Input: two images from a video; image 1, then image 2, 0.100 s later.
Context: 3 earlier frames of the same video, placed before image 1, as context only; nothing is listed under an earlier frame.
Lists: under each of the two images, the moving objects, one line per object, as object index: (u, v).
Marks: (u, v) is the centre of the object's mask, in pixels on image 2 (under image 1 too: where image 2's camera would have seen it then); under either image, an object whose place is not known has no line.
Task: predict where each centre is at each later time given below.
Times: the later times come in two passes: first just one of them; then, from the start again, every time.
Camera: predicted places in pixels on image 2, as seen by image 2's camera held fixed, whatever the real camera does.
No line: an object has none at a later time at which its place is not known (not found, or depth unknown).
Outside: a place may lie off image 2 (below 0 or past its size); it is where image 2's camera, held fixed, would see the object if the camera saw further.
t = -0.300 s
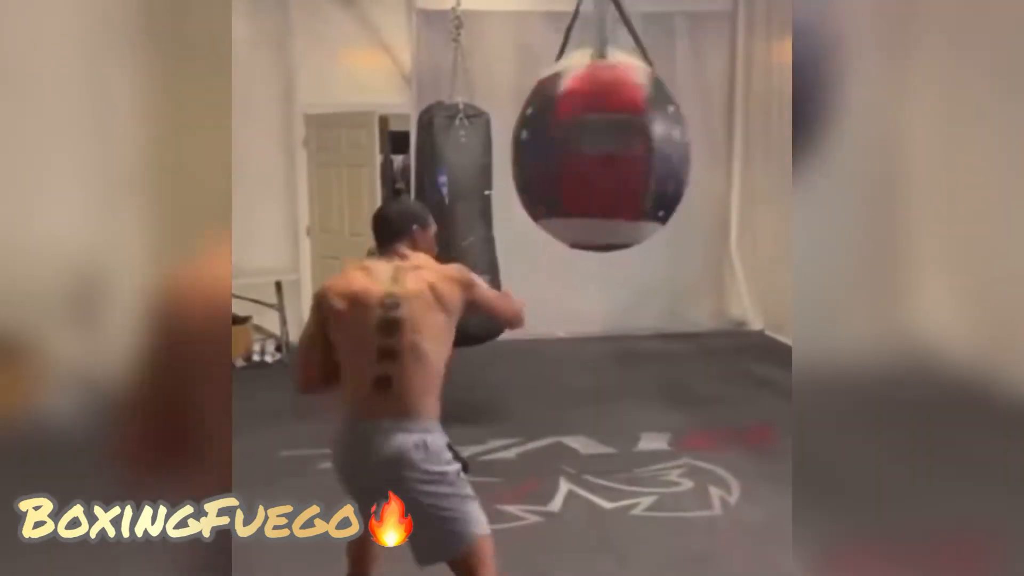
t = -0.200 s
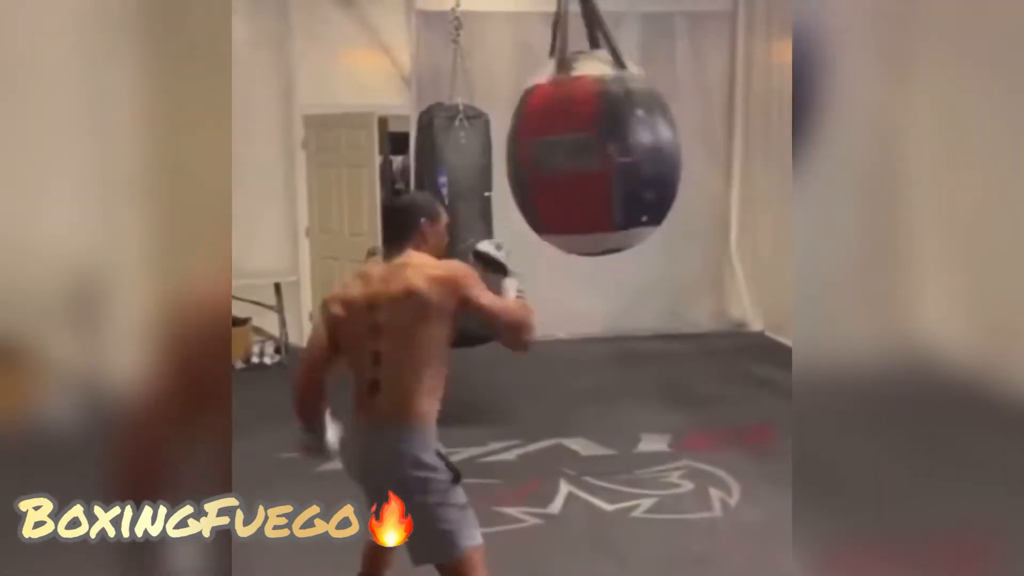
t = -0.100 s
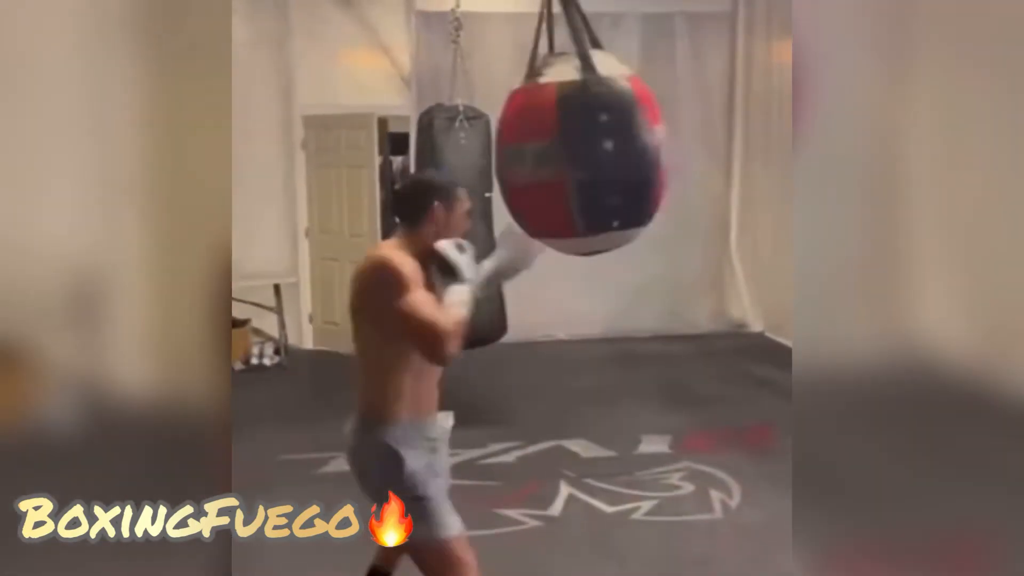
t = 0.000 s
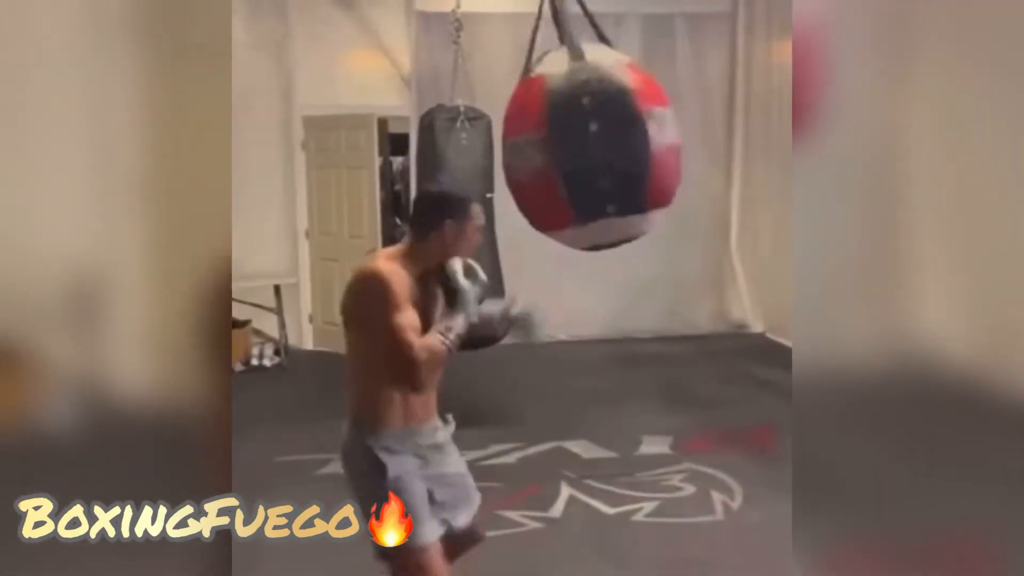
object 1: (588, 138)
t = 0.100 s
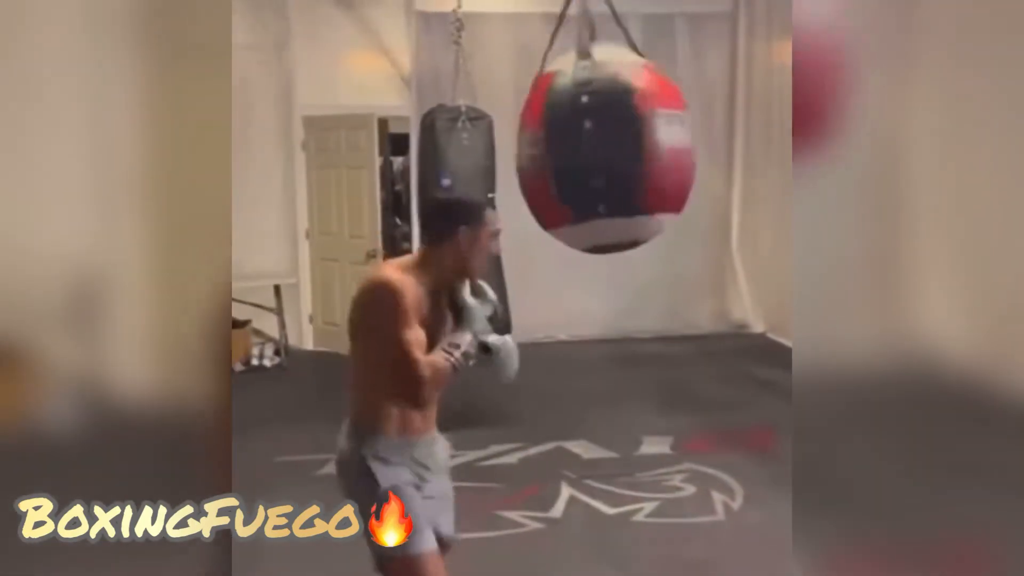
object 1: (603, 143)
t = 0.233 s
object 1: (616, 141)
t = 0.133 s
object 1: (608, 143)
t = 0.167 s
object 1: (612, 142)
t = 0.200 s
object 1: (615, 142)
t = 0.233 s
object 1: (616, 141)
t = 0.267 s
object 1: (616, 138)
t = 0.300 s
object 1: (615, 138)
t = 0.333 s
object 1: (614, 139)
